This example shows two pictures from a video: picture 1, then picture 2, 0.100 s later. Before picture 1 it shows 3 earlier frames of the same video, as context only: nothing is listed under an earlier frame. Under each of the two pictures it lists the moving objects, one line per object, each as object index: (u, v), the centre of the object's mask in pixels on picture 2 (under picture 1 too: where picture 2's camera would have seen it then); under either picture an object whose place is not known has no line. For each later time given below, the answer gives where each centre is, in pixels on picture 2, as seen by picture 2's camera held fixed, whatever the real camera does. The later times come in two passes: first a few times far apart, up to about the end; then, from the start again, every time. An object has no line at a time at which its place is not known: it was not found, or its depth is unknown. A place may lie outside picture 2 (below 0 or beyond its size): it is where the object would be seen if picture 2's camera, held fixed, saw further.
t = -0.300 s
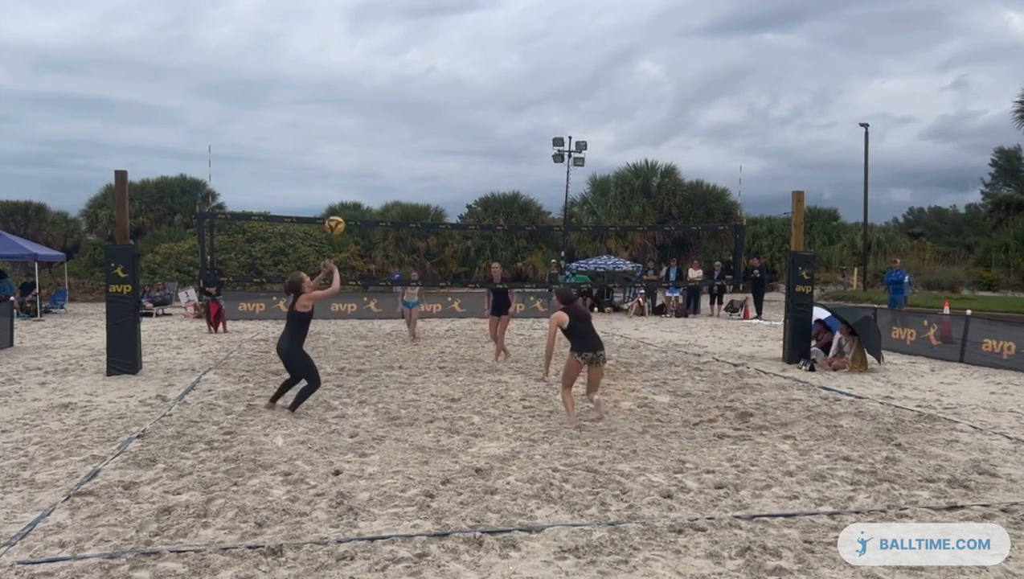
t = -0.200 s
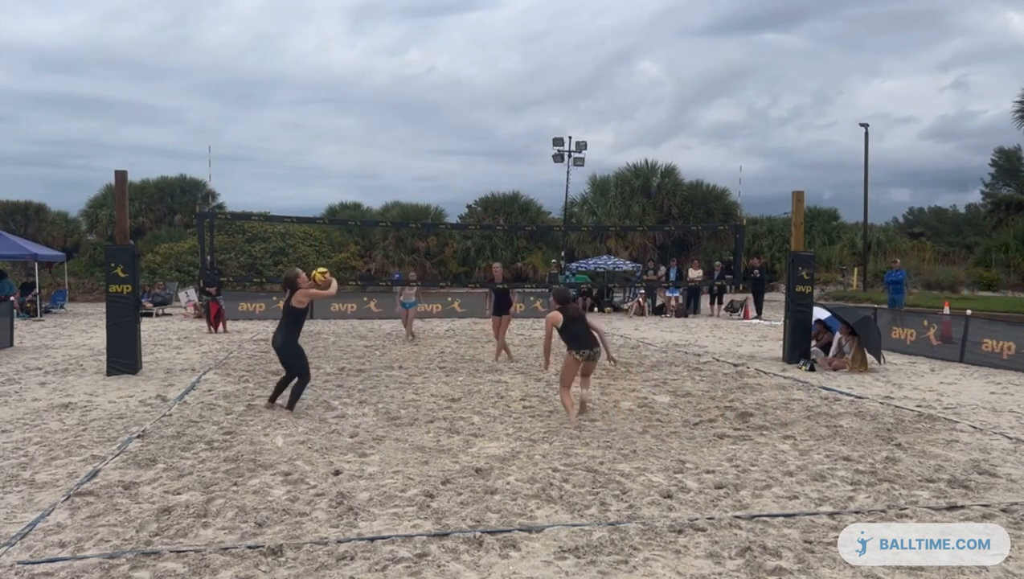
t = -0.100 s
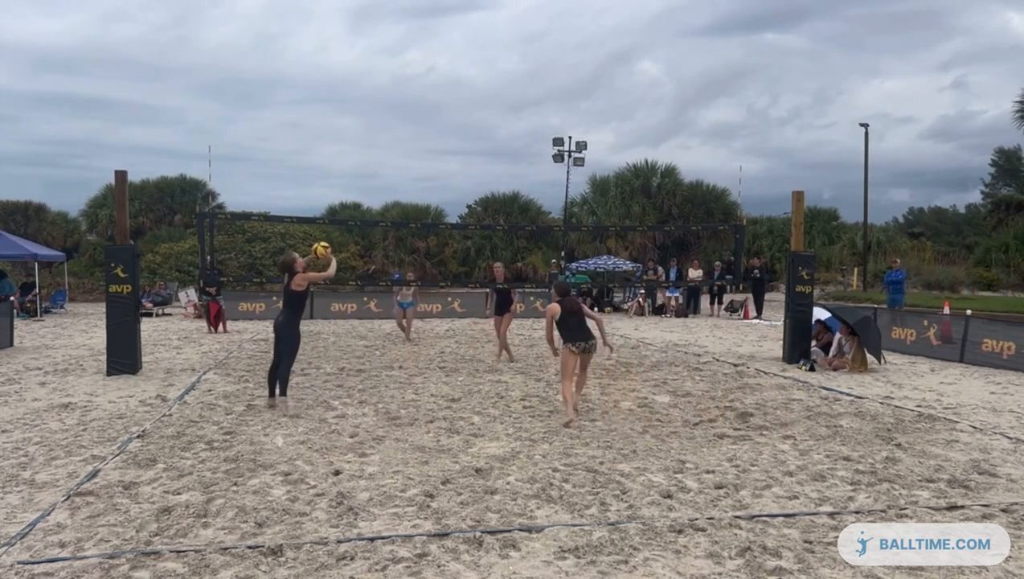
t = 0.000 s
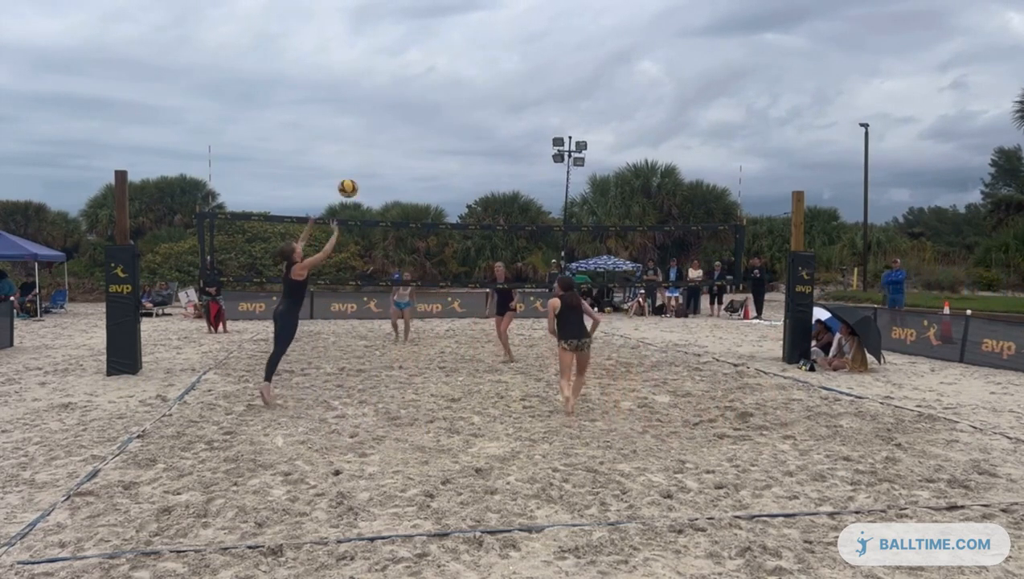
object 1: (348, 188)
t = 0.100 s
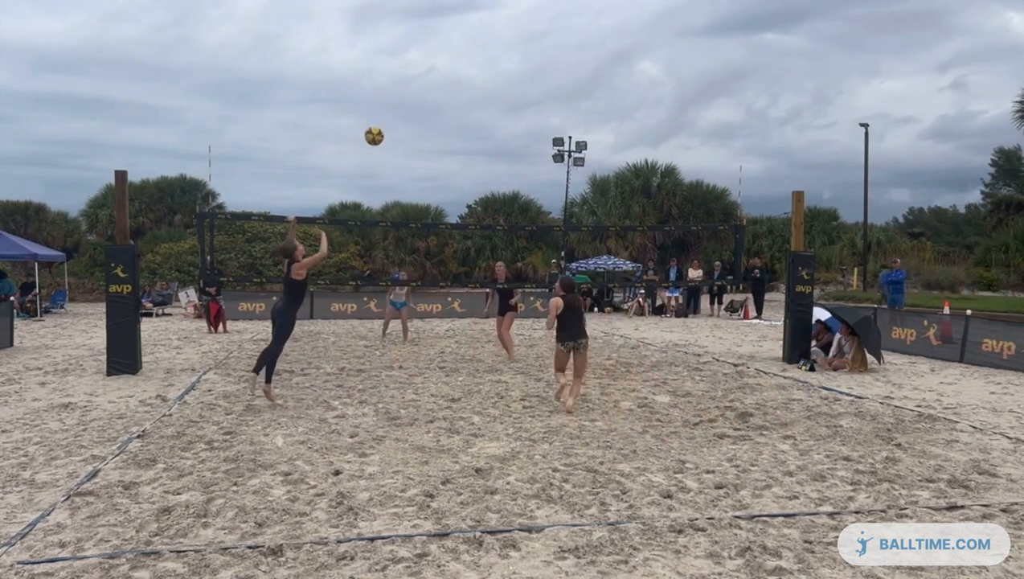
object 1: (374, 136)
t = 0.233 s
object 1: (406, 83)
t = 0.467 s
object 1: (460, 33)
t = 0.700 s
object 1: (507, 30)
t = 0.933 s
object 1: (549, 66)
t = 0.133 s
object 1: (382, 121)
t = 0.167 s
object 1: (390, 107)
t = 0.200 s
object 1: (398, 95)
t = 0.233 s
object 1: (406, 83)
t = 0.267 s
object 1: (415, 73)
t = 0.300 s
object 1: (422, 64)
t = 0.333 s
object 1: (430, 56)
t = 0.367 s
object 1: (438, 49)
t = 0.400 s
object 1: (445, 42)
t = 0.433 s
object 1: (453, 37)
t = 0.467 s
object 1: (460, 33)
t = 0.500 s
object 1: (467, 30)
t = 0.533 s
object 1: (474, 28)
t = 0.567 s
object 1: (481, 27)
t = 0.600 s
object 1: (488, 26)
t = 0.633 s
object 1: (494, 26)
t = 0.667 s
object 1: (501, 27)
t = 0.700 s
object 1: (507, 30)
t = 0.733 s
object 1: (514, 32)
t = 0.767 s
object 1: (520, 36)
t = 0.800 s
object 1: (526, 40)
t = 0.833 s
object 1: (532, 45)
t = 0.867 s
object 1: (538, 51)
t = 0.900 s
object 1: (544, 58)
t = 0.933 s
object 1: (549, 66)
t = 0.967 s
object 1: (555, 73)
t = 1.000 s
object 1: (561, 82)
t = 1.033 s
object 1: (566, 91)
